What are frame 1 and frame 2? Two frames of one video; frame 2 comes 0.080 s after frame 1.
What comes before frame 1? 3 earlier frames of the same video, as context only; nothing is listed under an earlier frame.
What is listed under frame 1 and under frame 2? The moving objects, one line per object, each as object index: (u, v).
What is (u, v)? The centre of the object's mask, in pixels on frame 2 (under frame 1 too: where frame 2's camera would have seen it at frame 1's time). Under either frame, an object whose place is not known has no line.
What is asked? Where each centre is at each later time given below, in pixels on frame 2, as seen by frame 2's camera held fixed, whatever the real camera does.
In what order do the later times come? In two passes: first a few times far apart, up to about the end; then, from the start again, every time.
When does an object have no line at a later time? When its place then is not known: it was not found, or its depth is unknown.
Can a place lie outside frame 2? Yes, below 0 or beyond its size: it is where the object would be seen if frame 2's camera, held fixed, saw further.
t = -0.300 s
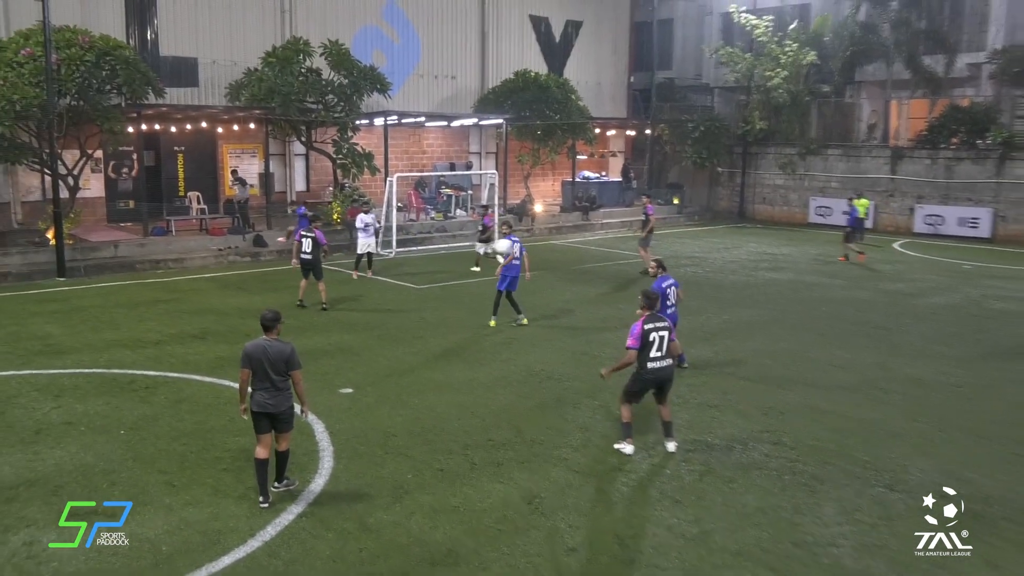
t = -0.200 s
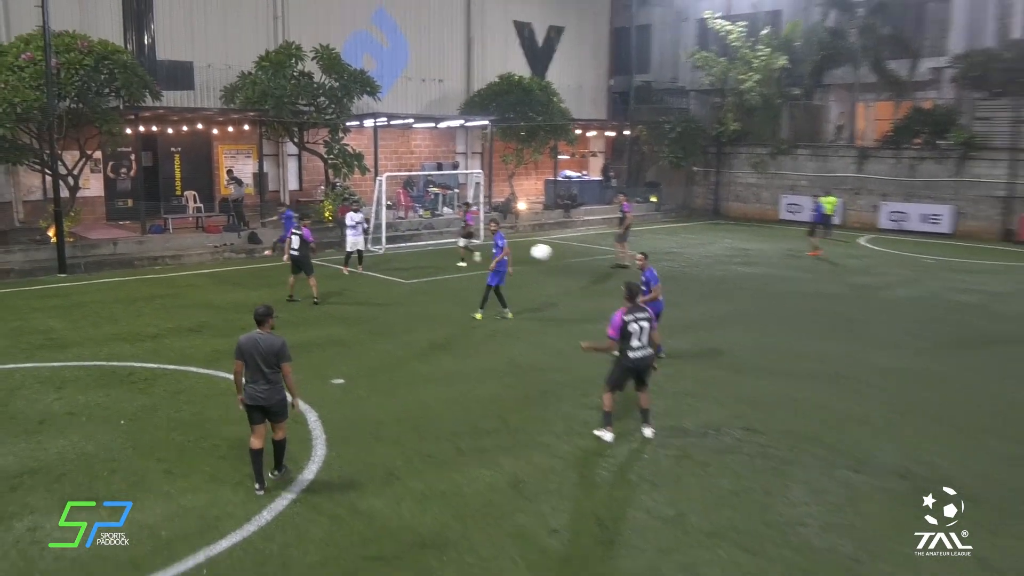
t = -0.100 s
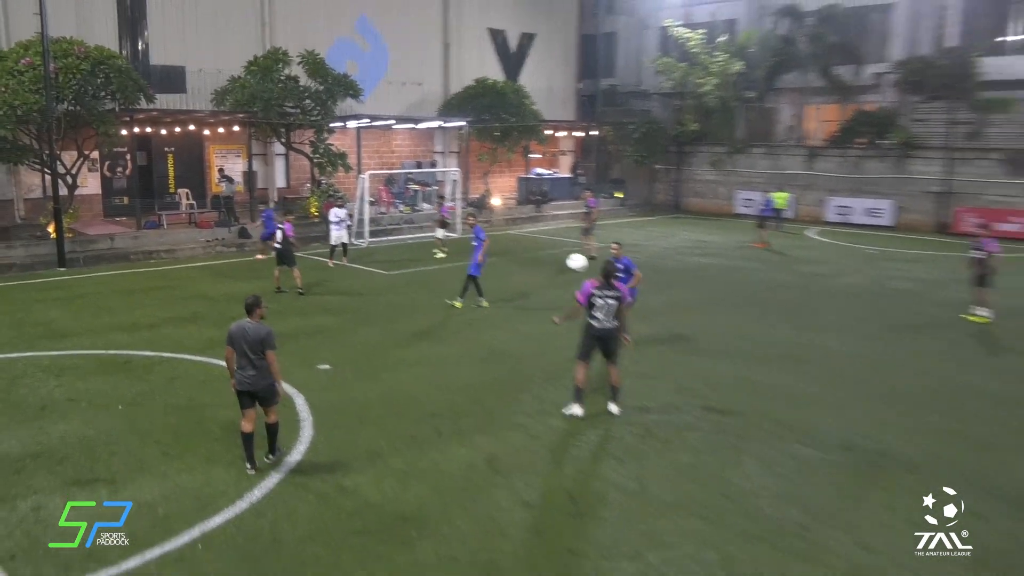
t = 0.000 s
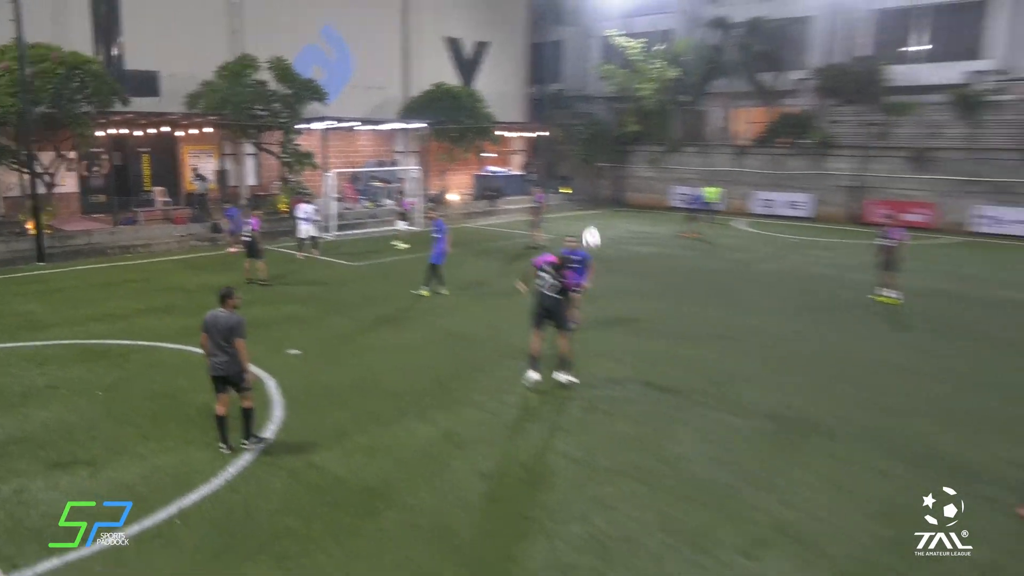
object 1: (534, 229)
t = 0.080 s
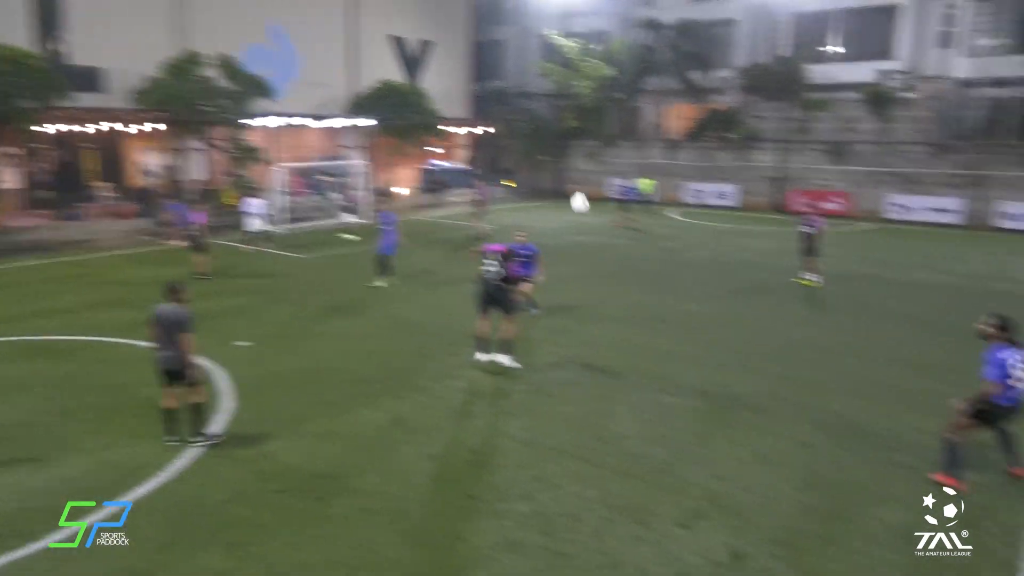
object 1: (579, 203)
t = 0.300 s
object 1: (719, 156)
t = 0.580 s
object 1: (899, 156)
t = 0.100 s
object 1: (592, 197)
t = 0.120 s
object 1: (604, 192)
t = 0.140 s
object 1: (616, 187)
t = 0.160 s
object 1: (629, 182)
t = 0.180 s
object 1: (641, 177)
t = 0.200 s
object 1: (655, 172)
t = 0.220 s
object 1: (667, 169)
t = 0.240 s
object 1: (680, 165)
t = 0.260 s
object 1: (693, 162)
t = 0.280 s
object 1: (706, 159)
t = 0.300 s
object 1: (719, 156)
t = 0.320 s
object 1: (731, 154)
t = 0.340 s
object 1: (745, 152)
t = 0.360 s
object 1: (757, 151)
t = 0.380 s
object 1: (770, 150)
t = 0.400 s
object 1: (783, 149)
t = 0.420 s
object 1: (796, 148)
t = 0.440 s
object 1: (809, 148)
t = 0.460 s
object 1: (822, 148)
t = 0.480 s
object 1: (834, 149)
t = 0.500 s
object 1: (848, 149)
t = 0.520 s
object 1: (861, 150)
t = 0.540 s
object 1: (873, 152)
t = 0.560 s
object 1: (886, 154)
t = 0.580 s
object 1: (899, 156)
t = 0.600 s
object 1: (912, 159)
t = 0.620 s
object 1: (924, 162)
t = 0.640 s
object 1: (937, 165)
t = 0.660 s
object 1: (950, 169)
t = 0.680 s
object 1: (962, 173)
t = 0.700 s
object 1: (976, 177)
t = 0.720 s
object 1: (988, 182)
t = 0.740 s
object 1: (1000, 187)
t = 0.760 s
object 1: (1012, 193)
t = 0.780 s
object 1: (1025, 199)
